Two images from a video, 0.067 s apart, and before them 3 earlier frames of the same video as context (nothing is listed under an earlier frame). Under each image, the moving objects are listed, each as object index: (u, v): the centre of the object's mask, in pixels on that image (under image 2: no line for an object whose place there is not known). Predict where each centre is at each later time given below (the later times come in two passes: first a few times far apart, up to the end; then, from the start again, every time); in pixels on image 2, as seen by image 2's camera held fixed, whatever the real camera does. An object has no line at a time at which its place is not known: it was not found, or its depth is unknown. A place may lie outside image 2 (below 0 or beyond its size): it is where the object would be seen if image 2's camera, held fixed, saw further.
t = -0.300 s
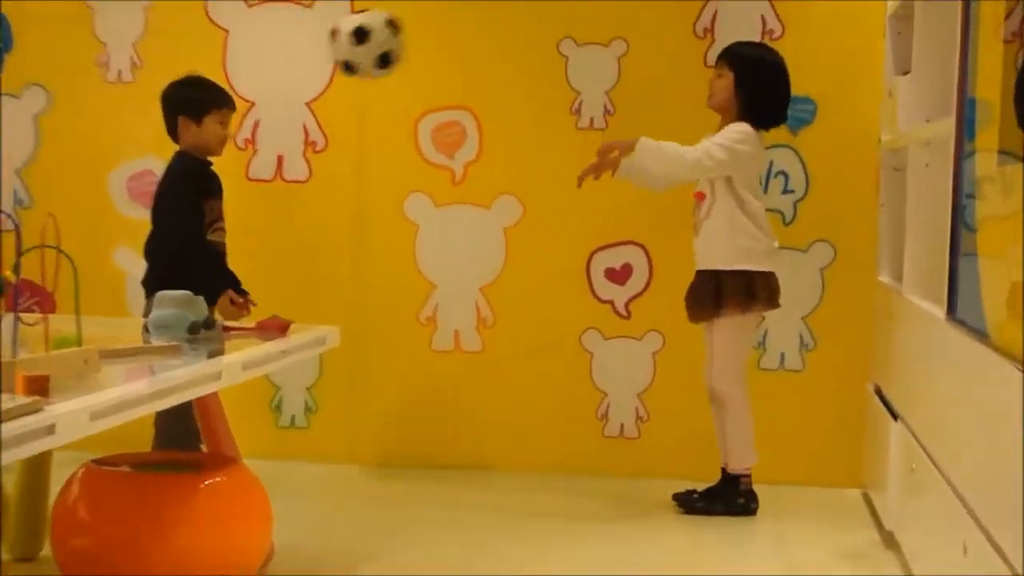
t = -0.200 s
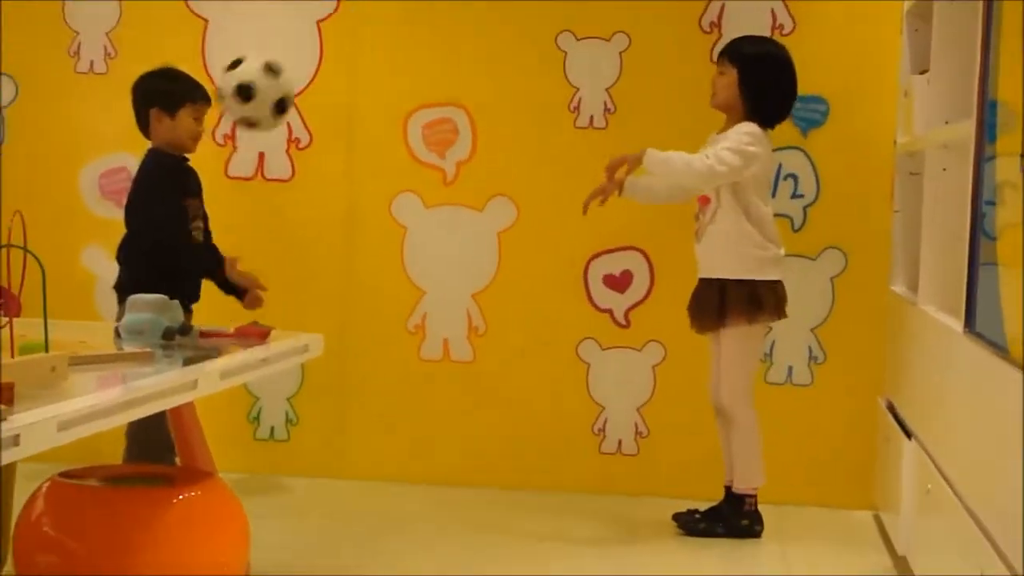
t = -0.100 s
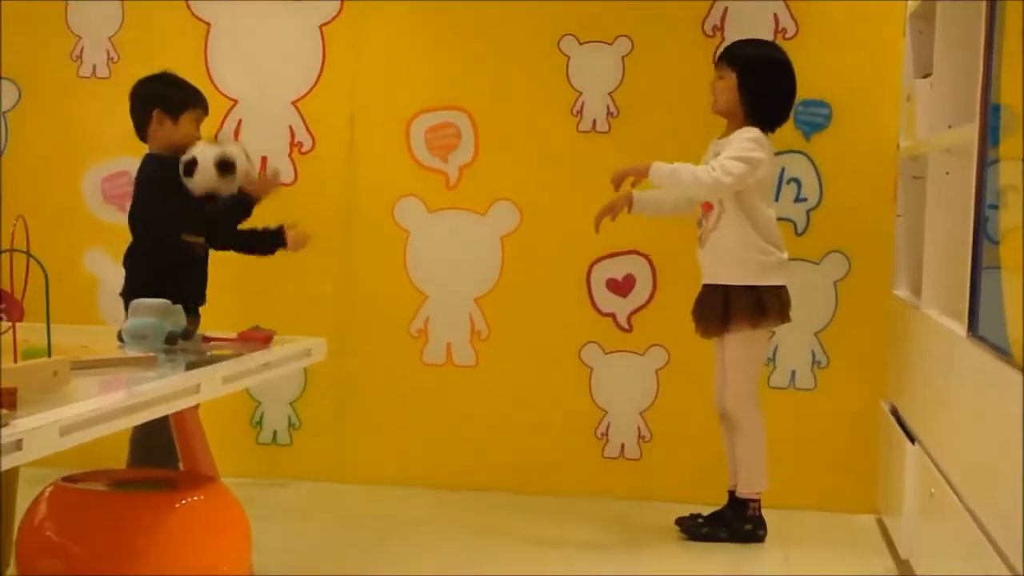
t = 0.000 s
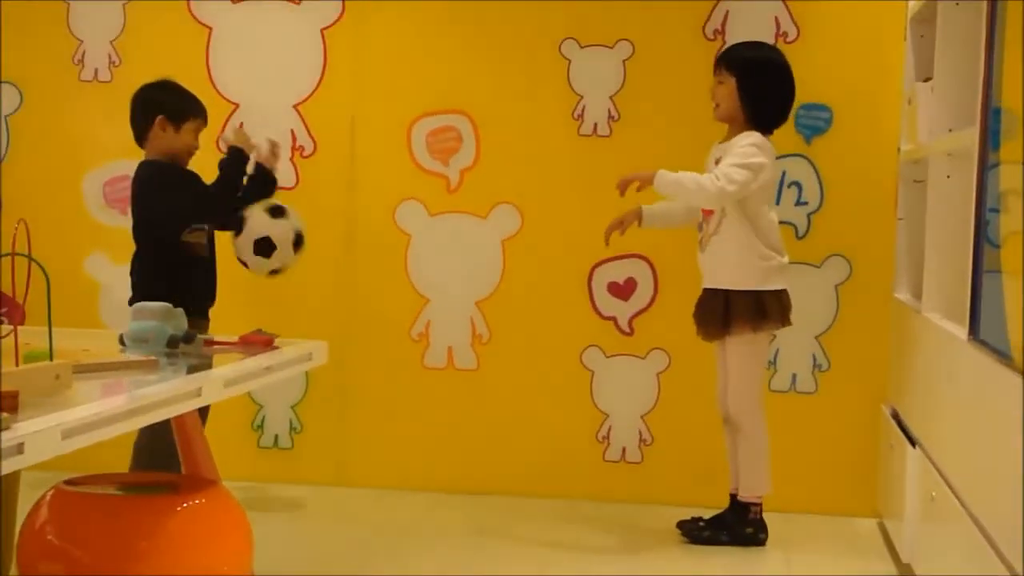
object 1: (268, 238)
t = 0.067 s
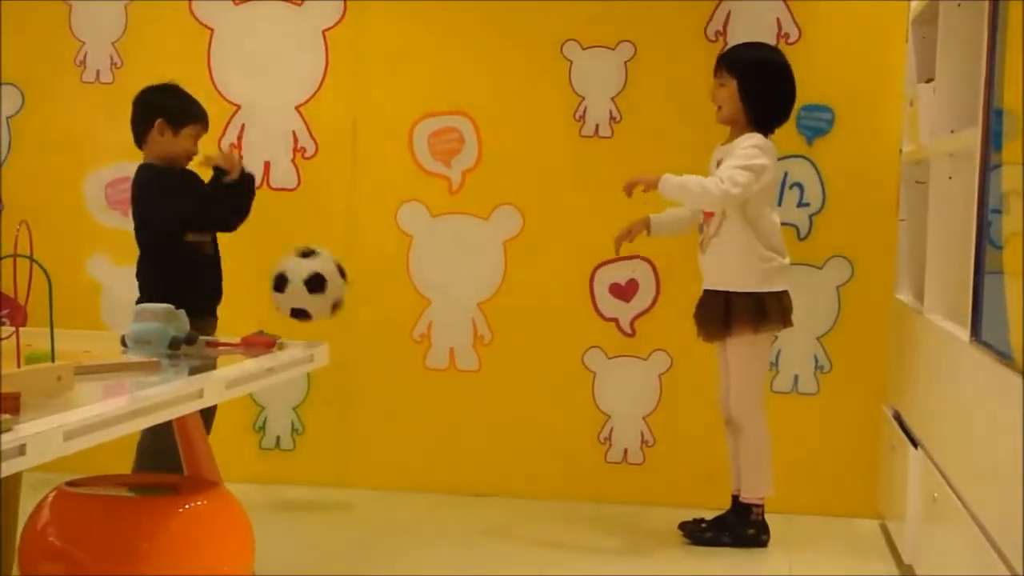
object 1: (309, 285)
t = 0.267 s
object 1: (415, 490)
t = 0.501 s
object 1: (531, 431)
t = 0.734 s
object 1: (620, 470)
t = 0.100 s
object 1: (327, 312)
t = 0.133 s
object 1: (349, 347)
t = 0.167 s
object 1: (365, 384)
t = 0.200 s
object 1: (383, 424)
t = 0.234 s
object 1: (398, 468)
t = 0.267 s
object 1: (415, 490)
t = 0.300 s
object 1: (431, 471)
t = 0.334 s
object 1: (449, 453)
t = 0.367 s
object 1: (466, 442)
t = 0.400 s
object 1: (482, 434)
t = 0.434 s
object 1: (499, 429)
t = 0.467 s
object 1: (514, 428)
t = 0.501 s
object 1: (531, 431)
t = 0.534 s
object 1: (547, 438)
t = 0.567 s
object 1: (560, 450)
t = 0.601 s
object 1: (575, 467)
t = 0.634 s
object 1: (588, 482)
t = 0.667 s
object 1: (602, 479)
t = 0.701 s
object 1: (613, 471)
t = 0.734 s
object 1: (620, 470)
